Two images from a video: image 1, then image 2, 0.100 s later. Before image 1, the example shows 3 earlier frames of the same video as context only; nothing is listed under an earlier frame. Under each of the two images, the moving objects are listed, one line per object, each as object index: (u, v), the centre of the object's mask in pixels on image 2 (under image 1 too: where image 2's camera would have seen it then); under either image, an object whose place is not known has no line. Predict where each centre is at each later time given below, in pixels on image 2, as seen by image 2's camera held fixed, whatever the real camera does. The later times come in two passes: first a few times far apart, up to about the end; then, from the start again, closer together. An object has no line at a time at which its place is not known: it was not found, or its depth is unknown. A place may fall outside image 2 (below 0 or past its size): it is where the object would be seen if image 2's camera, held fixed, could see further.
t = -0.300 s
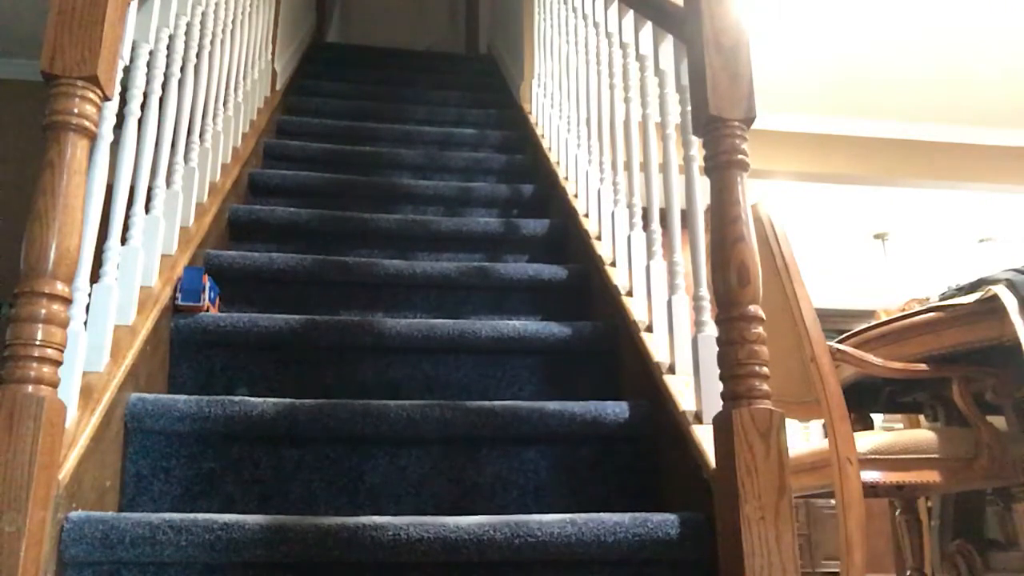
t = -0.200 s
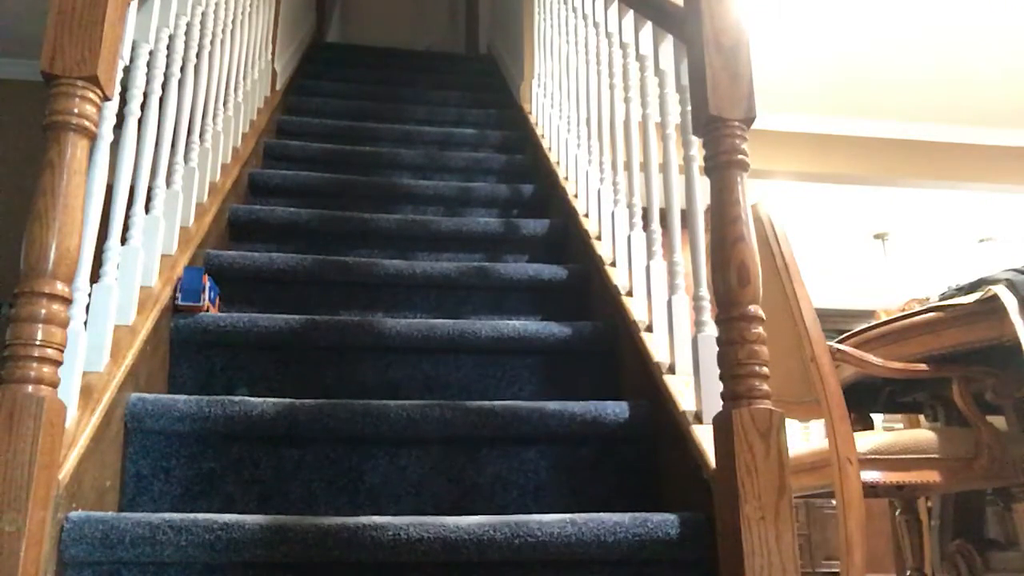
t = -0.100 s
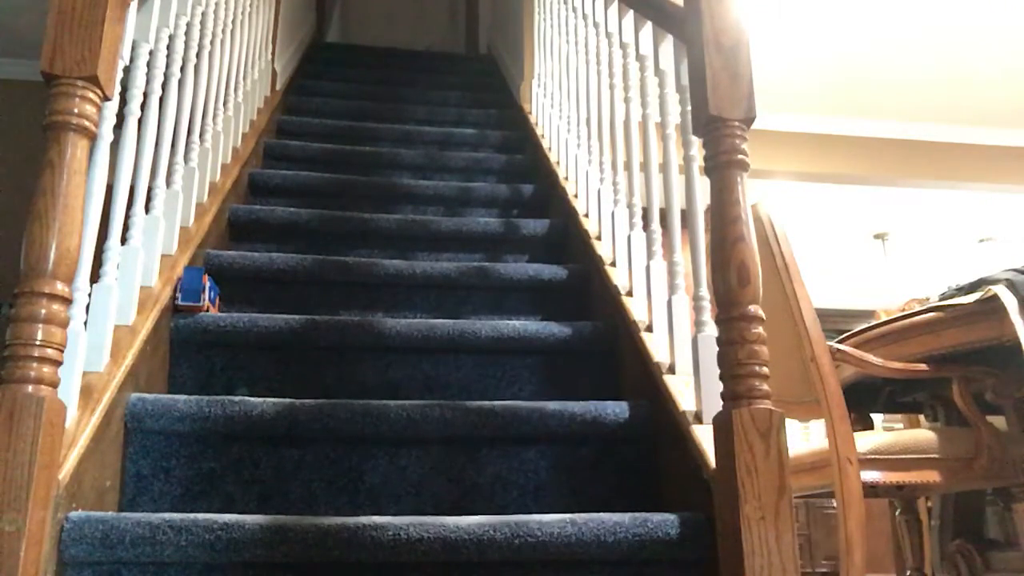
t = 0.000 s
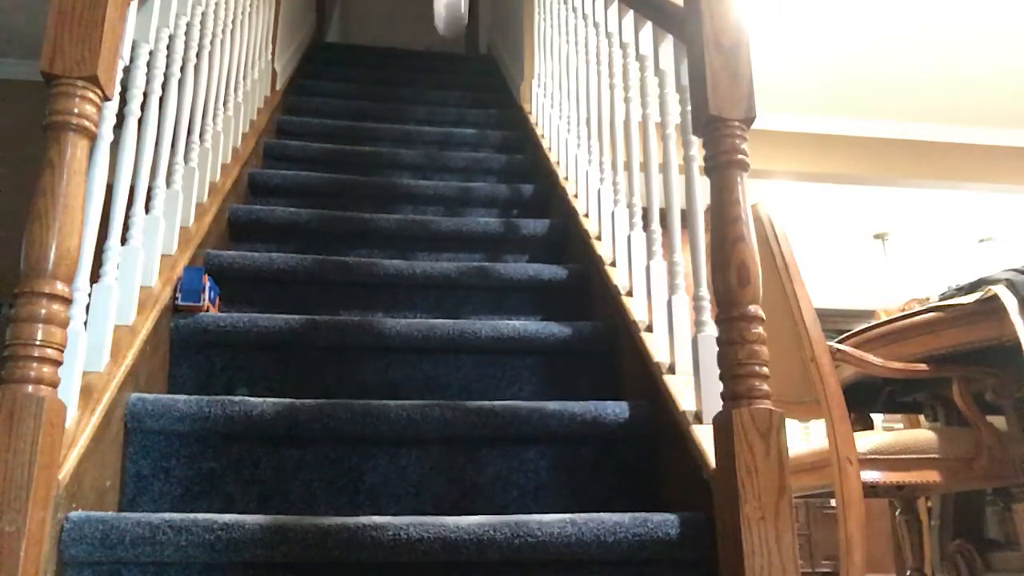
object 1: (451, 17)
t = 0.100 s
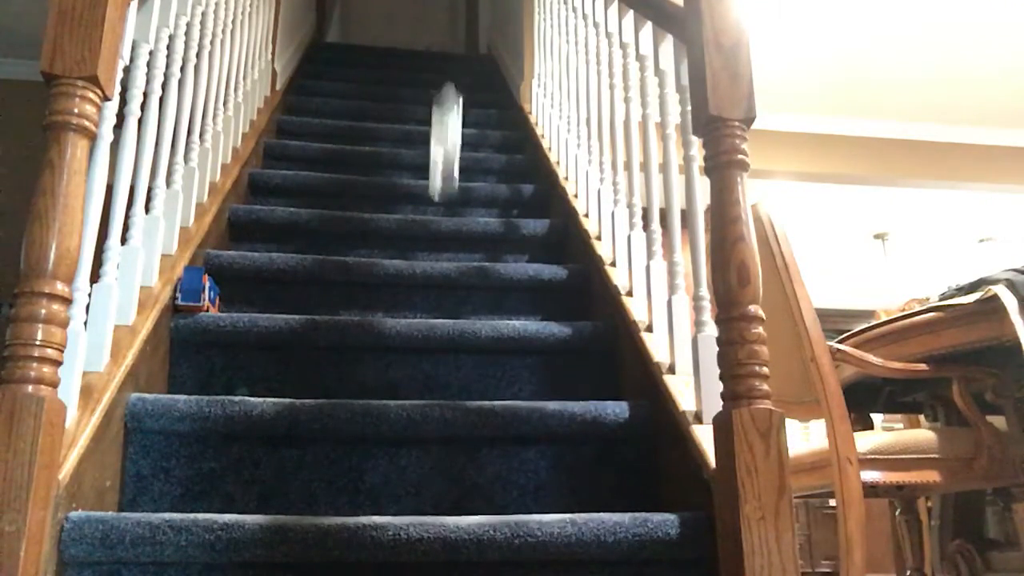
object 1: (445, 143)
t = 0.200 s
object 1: (445, 271)
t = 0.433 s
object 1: (445, 316)
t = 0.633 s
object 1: (441, 341)
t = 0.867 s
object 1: (438, 464)
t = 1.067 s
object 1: (429, 479)
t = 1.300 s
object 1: (426, 479)
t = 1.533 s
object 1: (426, 480)
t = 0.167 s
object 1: (443, 247)
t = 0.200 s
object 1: (445, 271)
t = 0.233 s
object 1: (446, 279)
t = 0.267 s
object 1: (449, 285)
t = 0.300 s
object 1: (450, 298)
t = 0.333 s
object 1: (447, 304)
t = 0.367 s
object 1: (448, 303)
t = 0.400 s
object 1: (447, 308)
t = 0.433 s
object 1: (445, 316)
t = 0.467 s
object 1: (444, 329)
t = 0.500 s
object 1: (443, 346)
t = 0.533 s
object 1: (443, 349)
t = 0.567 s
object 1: (443, 345)
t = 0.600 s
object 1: (442, 342)
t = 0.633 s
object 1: (441, 341)
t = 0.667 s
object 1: (441, 341)
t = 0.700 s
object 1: (440, 343)
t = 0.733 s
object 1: (440, 353)
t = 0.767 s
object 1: (438, 380)
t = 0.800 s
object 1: (439, 425)
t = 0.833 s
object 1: (439, 455)
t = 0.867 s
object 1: (438, 464)
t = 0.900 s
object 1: (437, 466)
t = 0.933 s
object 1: (436, 467)
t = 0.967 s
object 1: (435, 468)
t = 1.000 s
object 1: (433, 470)
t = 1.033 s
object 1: (431, 474)
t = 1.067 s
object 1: (429, 479)
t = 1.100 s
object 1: (428, 479)
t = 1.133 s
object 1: (427, 479)
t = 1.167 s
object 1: (426, 479)
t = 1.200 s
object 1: (426, 479)
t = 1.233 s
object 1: (426, 479)
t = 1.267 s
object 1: (426, 479)
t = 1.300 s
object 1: (426, 479)
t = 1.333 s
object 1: (426, 479)
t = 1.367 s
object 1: (426, 480)
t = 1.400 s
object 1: (426, 479)
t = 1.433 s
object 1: (426, 479)
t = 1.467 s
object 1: (426, 479)
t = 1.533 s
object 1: (426, 480)
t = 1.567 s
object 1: (426, 479)
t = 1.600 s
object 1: (426, 479)
